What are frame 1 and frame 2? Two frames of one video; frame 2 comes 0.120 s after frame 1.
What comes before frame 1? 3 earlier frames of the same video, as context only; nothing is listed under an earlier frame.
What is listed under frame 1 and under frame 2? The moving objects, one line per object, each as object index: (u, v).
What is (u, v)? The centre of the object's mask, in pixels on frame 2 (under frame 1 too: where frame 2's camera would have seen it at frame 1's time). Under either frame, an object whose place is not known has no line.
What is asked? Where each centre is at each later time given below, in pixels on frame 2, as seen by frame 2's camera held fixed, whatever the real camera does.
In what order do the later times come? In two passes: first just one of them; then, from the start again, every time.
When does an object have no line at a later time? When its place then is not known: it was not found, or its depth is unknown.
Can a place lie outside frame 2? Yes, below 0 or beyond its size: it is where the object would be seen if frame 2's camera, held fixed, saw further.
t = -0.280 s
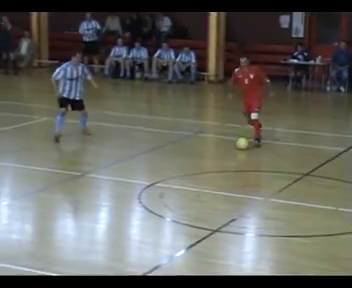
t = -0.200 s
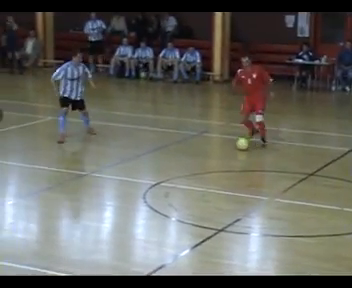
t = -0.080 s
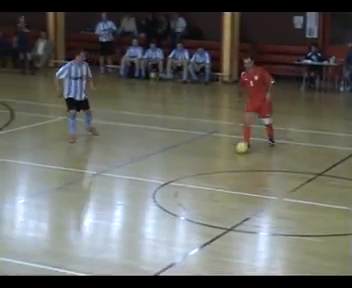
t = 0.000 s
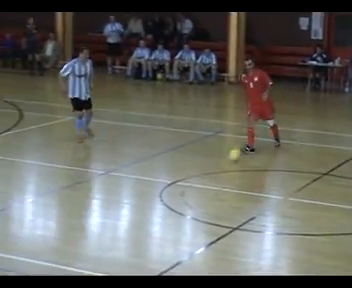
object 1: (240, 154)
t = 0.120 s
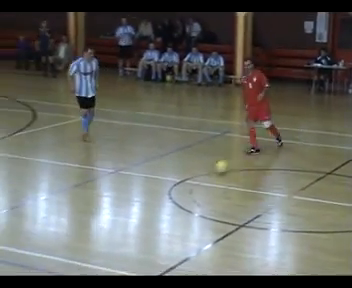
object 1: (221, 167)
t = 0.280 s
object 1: (193, 186)
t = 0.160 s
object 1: (214, 172)
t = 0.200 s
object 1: (207, 176)
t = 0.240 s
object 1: (200, 181)
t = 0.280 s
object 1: (193, 186)
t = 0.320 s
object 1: (185, 190)
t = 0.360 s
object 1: (178, 196)
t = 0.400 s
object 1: (171, 201)
